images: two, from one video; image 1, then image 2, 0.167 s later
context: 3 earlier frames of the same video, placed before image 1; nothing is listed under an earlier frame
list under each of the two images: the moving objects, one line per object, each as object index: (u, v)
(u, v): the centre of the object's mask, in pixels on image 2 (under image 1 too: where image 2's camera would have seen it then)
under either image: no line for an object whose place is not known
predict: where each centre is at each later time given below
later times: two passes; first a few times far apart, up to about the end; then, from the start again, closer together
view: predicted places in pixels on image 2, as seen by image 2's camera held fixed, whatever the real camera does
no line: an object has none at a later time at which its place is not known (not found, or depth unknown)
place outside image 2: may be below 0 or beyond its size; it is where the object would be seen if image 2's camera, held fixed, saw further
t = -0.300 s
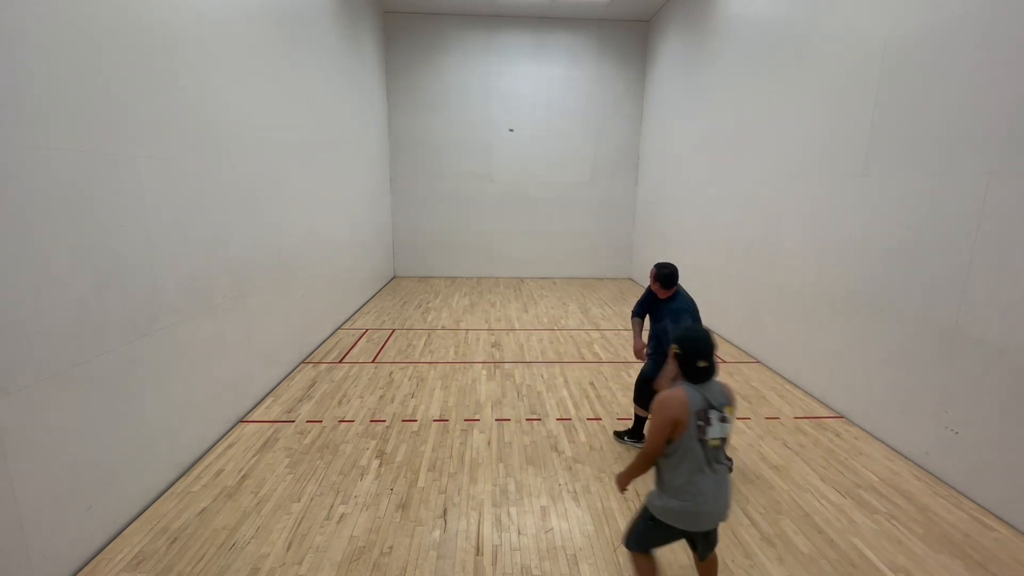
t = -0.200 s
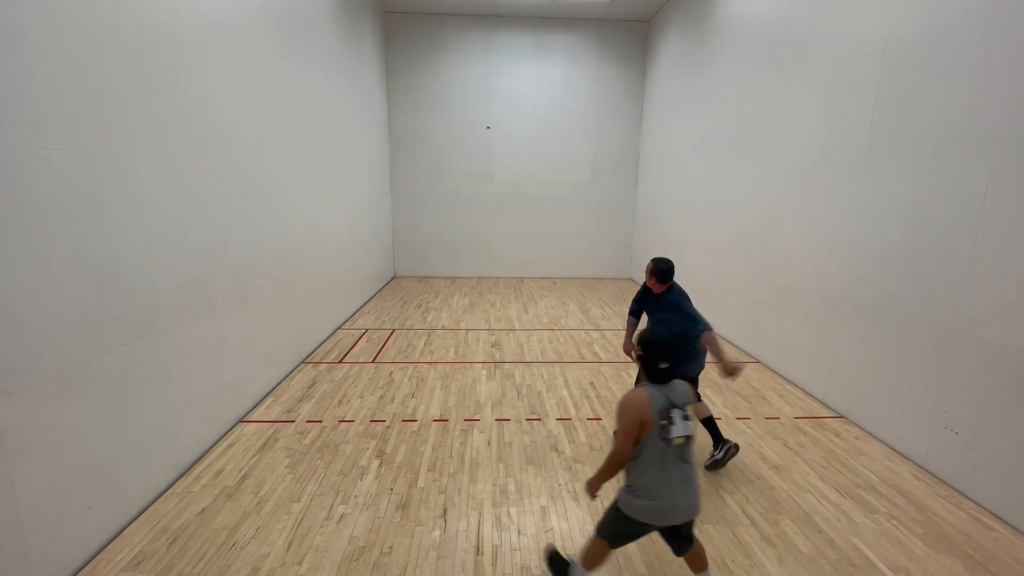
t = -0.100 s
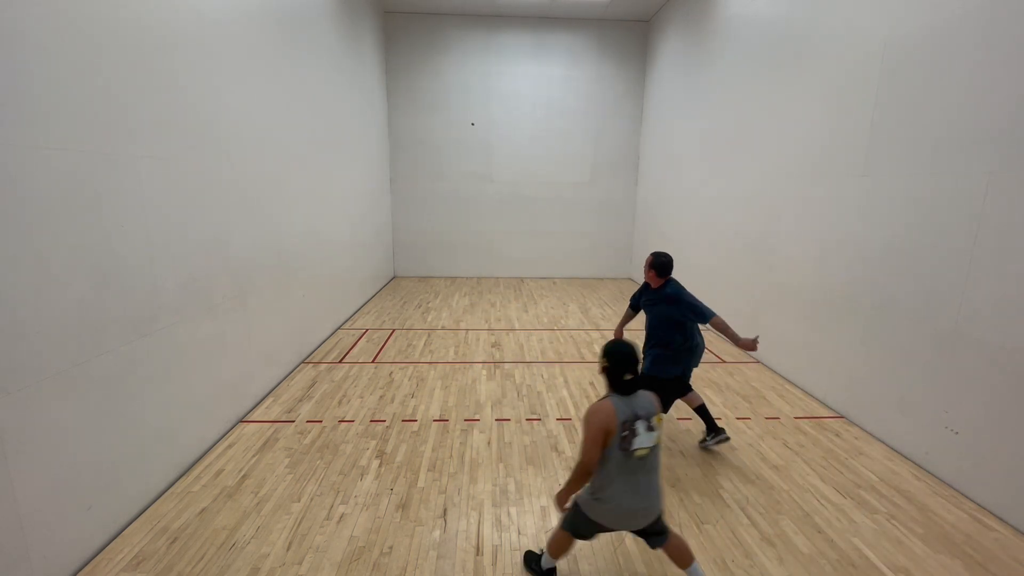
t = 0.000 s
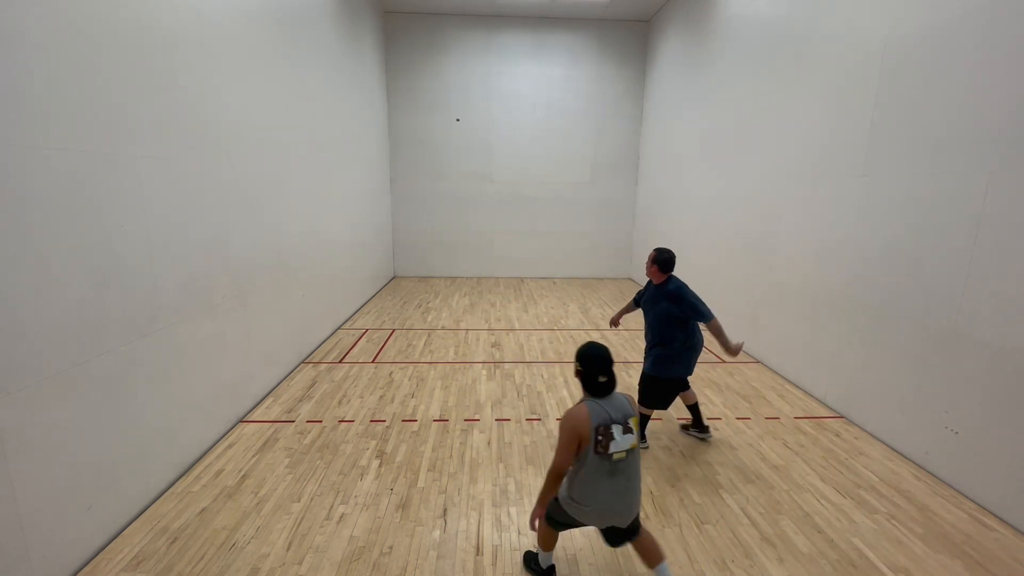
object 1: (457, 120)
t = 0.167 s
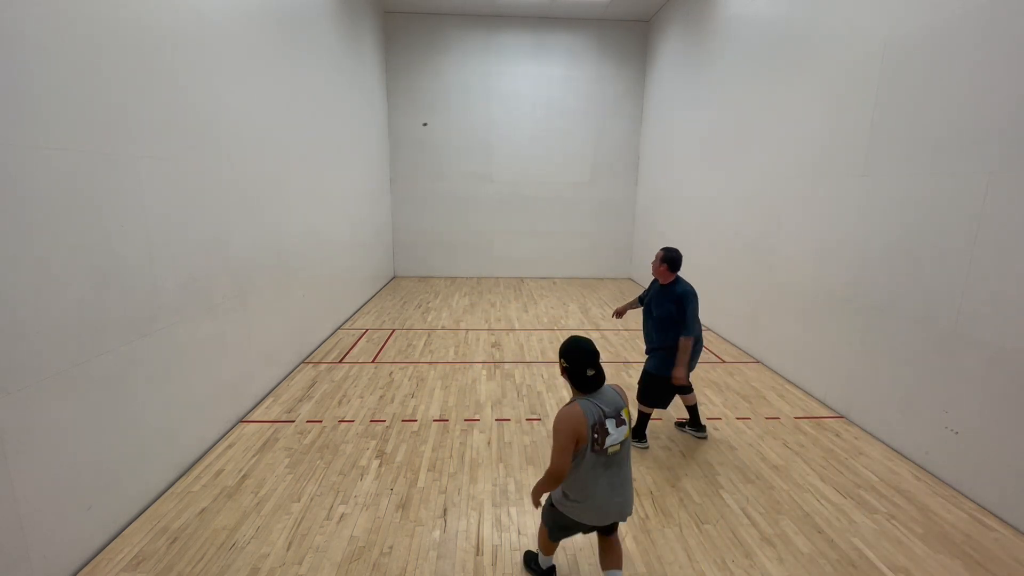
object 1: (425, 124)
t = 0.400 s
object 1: (352, 171)
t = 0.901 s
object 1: (232, 497)
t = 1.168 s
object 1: (271, 448)
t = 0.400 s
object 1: (352, 171)
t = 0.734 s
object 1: (227, 395)
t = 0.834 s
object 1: (229, 514)
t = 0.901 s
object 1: (232, 497)
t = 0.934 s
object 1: (235, 487)
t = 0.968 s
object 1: (238, 478)
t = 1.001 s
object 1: (241, 470)
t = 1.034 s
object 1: (245, 462)
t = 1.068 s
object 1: (250, 456)
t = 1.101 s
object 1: (256, 452)
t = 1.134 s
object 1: (263, 449)
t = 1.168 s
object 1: (271, 448)
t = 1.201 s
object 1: (282, 450)
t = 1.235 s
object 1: (294, 456)
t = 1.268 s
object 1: (308, 465)
